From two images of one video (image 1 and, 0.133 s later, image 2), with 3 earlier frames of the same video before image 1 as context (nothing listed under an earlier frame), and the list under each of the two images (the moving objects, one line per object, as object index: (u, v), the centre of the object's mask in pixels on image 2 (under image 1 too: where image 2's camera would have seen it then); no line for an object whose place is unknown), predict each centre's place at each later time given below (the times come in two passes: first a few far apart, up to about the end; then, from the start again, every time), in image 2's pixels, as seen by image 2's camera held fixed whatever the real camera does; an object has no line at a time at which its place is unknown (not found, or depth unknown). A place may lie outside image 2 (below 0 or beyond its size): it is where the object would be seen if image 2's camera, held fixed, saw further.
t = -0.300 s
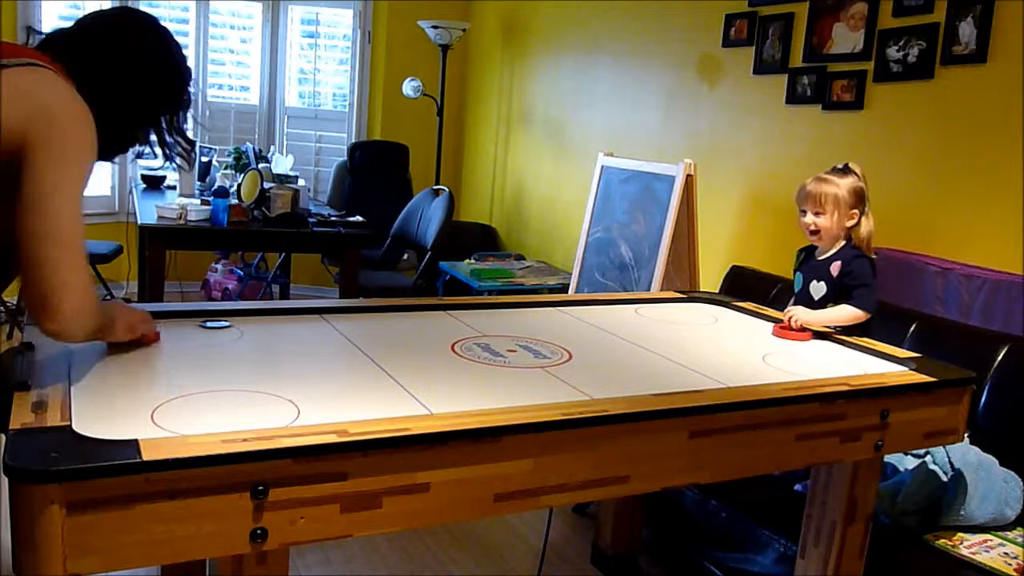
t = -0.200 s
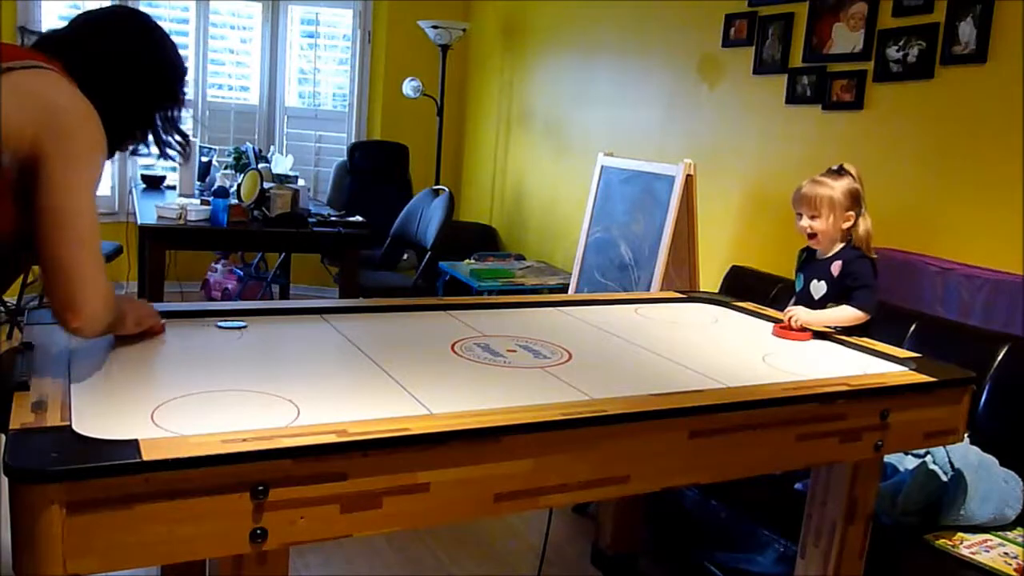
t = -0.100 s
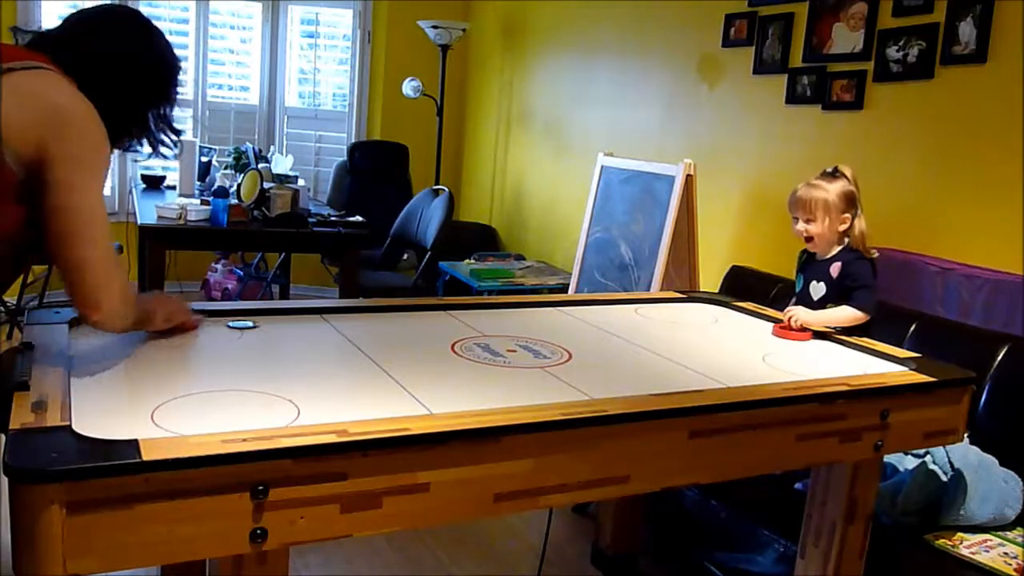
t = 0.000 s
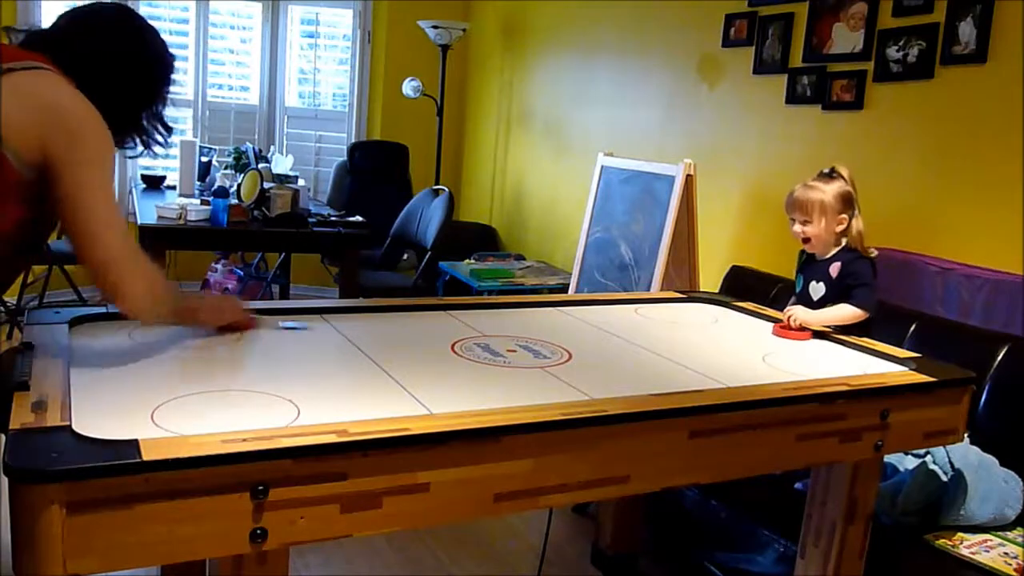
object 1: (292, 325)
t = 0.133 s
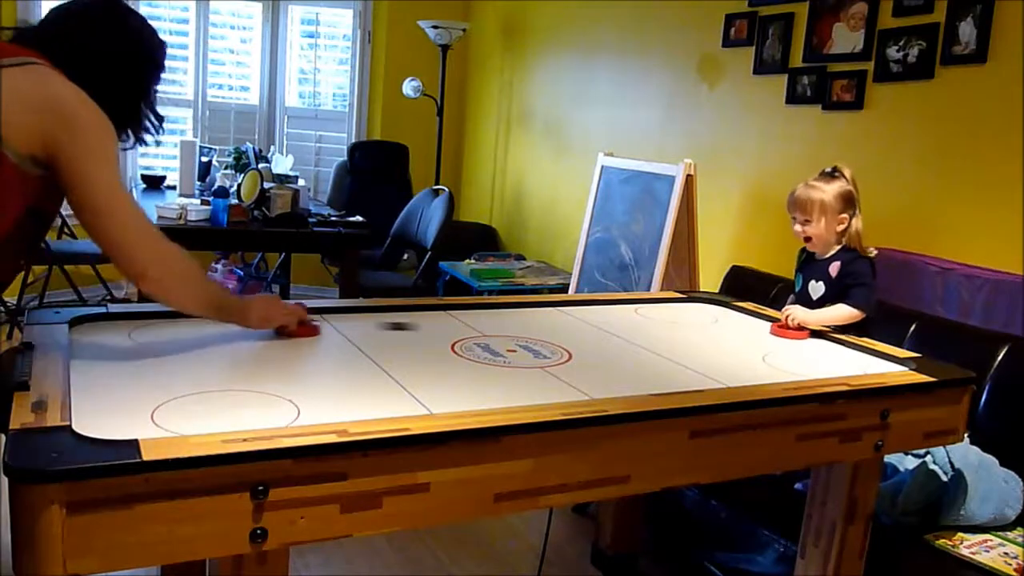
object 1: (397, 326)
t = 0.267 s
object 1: (497, 327)
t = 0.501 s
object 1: (649, 327)
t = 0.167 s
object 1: (424, 326)
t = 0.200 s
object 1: (449, 326)
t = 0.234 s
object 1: (473, 326)
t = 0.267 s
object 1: (497, 327)
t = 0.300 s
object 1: (520, 327)
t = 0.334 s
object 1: (544, 326)
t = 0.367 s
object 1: (568, 326)
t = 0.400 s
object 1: (588, 327)
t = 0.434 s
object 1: (610, 327)
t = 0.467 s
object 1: (630, 327)
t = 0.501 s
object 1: (649, 327)
